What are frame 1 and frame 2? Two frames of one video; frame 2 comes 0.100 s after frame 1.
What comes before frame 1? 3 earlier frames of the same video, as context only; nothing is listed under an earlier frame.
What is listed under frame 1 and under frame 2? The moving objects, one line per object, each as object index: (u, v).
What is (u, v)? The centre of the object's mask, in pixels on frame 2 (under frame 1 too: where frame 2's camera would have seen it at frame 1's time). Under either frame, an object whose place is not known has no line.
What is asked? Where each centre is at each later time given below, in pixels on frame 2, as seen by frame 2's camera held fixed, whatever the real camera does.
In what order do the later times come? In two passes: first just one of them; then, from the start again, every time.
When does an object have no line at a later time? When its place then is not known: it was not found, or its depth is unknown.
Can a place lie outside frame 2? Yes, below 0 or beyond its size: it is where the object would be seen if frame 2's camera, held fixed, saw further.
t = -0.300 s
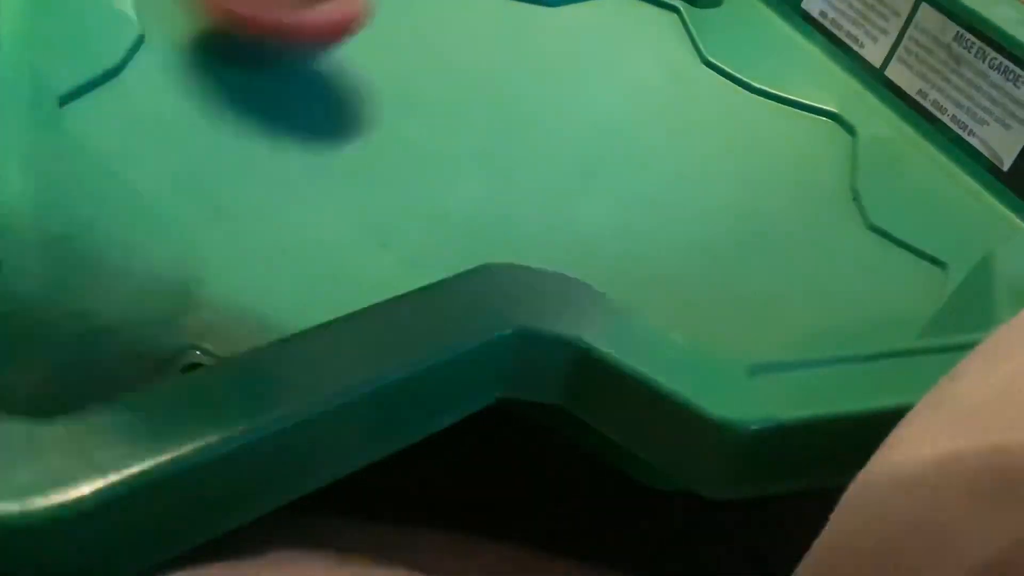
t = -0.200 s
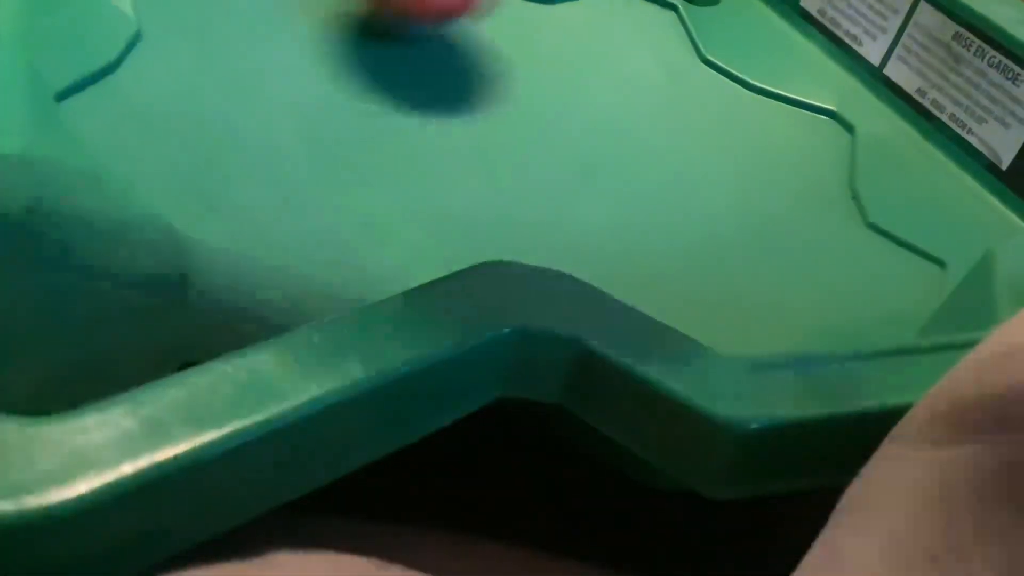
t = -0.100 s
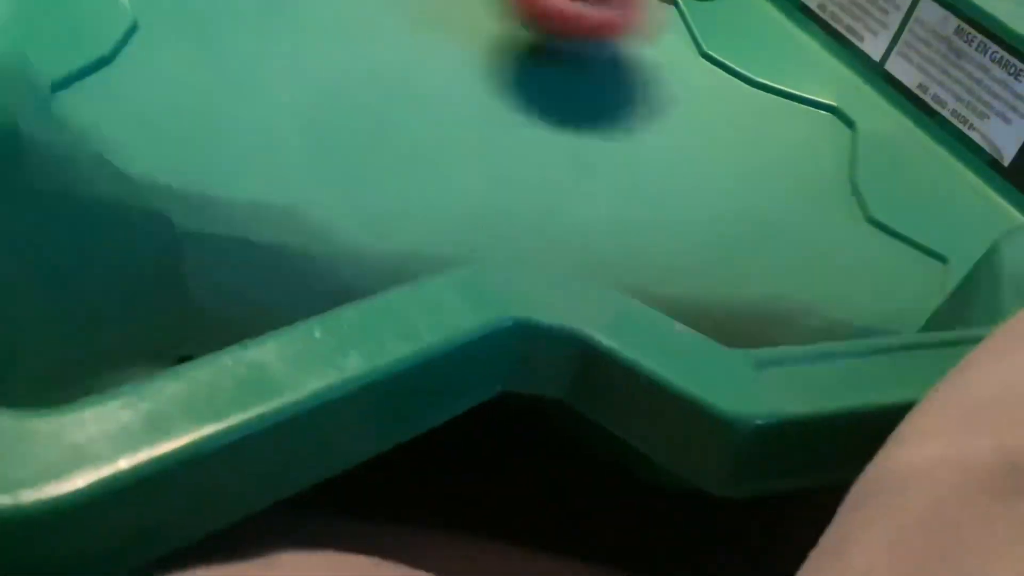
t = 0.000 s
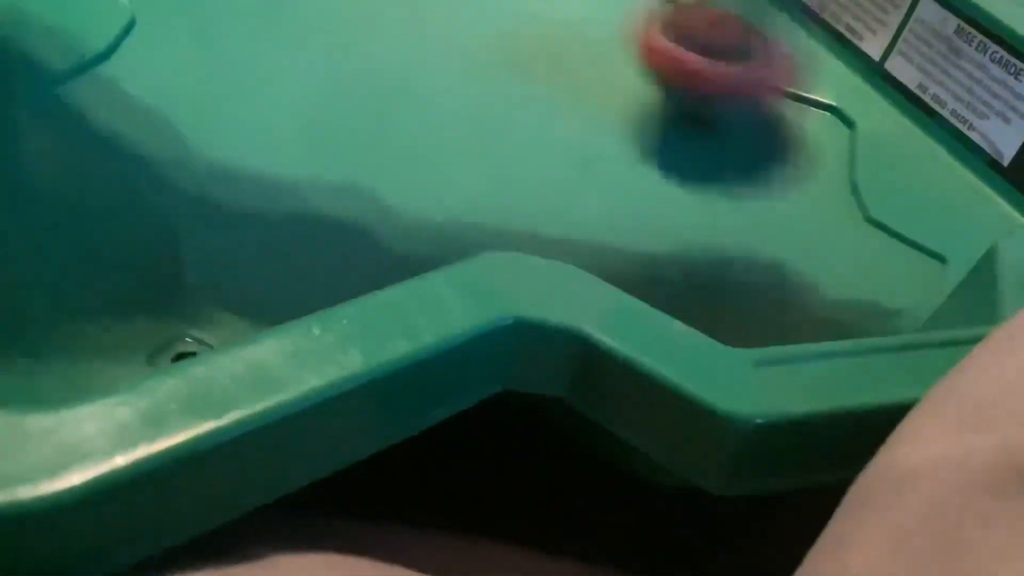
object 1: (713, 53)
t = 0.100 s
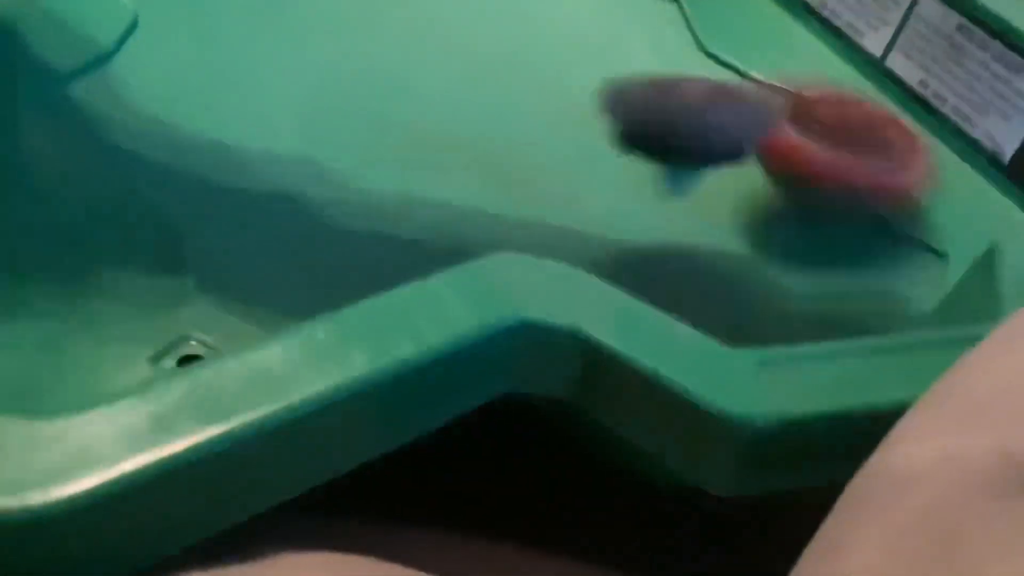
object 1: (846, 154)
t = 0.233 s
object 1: (833, 252)
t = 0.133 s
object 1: (861, 182)
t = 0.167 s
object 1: (875, 212)
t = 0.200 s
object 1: (869, 237)
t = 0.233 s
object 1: (833, 252)
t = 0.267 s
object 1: (762, 259)
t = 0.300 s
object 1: (691, 265)
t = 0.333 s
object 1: (627, 255)
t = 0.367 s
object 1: (527, 243)
